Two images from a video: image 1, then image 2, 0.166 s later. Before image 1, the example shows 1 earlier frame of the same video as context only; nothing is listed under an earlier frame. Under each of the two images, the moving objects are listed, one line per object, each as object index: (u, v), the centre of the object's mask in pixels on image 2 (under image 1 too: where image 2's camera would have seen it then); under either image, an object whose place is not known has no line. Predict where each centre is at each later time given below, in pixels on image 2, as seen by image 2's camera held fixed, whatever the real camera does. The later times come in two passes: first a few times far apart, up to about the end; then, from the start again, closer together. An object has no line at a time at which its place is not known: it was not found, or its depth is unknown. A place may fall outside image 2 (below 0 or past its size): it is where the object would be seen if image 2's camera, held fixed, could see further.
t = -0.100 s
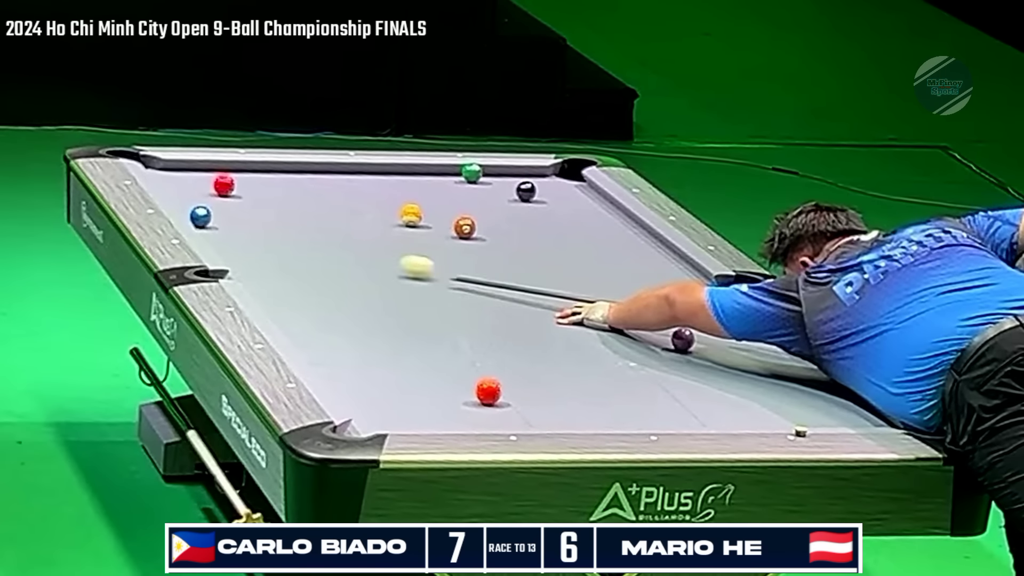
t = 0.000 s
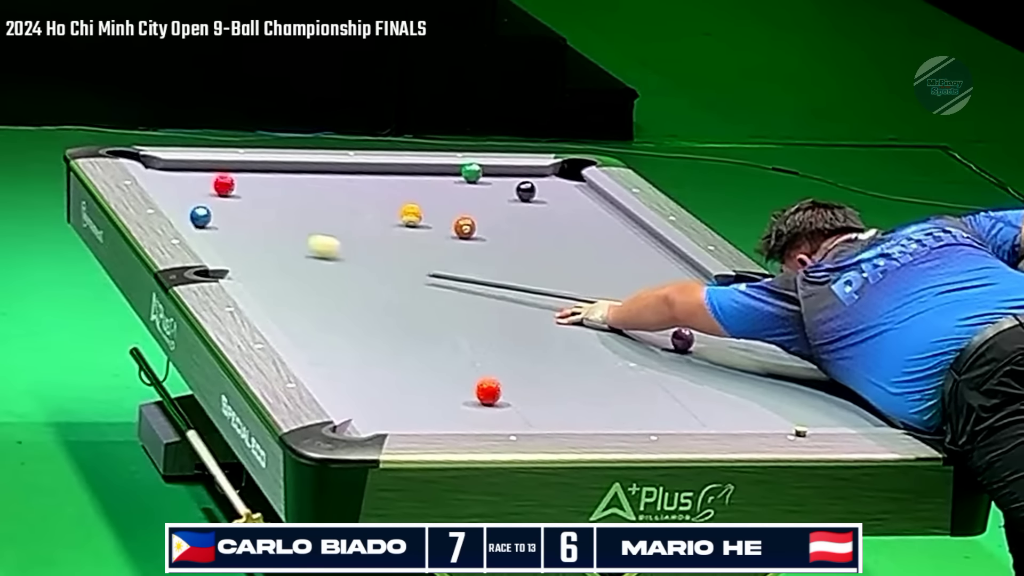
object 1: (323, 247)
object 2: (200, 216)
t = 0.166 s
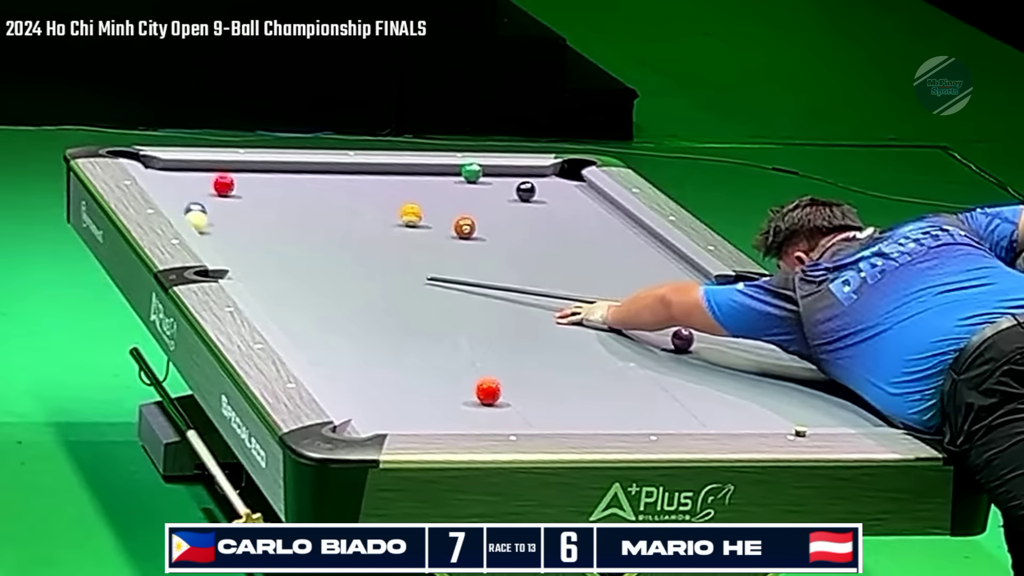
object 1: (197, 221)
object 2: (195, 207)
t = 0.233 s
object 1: (222, 224)
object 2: (184, 202)
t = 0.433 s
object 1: (293, 229)
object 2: (165, 177)
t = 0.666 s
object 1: (360, 234)
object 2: (142, 160)
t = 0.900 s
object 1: (425, 238)
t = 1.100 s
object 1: (479, 242)
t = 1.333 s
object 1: (540, 245)
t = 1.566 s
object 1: (599, 249)
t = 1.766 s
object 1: (649, 252)
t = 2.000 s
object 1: (655, 254)
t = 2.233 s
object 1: (632, 255)
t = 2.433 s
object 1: (613, 255)
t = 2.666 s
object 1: (592, 256)
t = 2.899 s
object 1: (573, 257)
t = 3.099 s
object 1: (558, 257)
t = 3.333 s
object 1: (541, 257)
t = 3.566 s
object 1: (525, 258)
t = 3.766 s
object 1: (513, 258)
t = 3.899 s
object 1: (505, 258)
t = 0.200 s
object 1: (208, 223)
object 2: (189, 207)
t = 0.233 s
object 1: (222, 224)
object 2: (184, 202)
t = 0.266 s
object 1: (236, 225)
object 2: (178, 197)
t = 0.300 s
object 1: (249, 226)
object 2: (174, 192)
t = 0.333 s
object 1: (261, 227)
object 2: (171, 188)
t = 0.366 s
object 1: (273, 228)
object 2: (169, 185)
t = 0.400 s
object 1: (283, 228)
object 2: (167, 181)
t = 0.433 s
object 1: (293, 229)
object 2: (165, 177)
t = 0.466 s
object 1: (303, 230)
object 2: (162, 174)
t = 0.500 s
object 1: (312, 231)
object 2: (161, 172)
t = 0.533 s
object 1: (322, 231)
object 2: (159, 168)
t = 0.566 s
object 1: (331, 232)
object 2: (157, 166)
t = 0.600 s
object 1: (341, 233)
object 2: (155, 164)
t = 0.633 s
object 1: (350, 233)
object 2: (149, 163)
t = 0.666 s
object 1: (360, 234)
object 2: (142, 160)
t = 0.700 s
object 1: (369, 235)
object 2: (136, 158)
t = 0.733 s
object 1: (378, 235)
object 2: (133, 158)
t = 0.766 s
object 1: (388, 236)
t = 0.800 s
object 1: (397, 237)
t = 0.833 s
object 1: (406, 237)
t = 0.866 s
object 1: (416, 238)
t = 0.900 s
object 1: (425, 238)
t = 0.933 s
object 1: (434, 239)
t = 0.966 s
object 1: (443, 239)
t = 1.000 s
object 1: (452, 240)
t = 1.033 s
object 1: (461, 241)
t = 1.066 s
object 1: (471, 241)
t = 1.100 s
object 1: (479, 242)
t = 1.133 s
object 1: (488, 242)
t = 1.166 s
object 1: (497, 242)
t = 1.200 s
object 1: (506, 243)
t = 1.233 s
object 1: (514, 244)
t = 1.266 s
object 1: (523, 244)
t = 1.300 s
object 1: (532, 245)
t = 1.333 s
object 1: (540, 245)
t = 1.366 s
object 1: (549, 246)
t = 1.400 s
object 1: (557, 246)
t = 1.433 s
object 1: (566, 247)
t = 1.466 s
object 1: (575, 248)
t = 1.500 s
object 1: (583, 248)
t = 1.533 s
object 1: (591, 249)
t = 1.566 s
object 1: (599, 249)
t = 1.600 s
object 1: (608, 250)
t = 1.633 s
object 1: (616, 250)
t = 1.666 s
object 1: (624, 251)
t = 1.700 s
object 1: (632, 251)
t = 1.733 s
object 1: (640, 252)
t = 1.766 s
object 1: (649, 252)
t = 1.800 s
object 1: (657, 253)
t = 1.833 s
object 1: (665, 253)
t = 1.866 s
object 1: (672, 254)
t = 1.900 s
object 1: (667, 254)
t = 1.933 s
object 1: (662, 254)
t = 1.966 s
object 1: (658, 254)
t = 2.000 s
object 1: (655, 254)
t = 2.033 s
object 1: (651, 254)
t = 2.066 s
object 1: (648, 254)
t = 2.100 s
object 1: (645, 255)
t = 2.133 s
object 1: (642, 255)
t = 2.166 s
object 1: (638, 255)
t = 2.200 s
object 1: (635, 255)
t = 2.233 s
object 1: (632, 255)
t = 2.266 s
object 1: (628, 255)
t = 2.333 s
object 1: (622, 255)
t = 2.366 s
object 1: (619, 255)
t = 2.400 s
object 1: (616, 255)
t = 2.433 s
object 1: (613, 255)
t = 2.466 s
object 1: (610, 256)
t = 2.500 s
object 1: (607, 256)
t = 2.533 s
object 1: (604, 256)
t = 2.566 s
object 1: (601, 256)
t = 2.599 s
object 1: (598, 256)
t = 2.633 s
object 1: (595, 256)
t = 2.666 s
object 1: (592, 256)
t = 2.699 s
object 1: (590, 256)
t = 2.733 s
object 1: (587, 256)
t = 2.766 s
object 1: (584, 256)
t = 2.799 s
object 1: (581, 256)
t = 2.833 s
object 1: (578, 256)
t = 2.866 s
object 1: (576, 256)
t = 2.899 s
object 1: (573, 257)
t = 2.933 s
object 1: (571, 257)
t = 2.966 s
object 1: (568, 257)
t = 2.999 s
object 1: (565, 257)
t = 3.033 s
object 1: (562, 257)
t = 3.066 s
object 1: (560, 257)
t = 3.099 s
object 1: (558, 257)
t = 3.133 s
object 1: (555, 257)
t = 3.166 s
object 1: (553, 257)
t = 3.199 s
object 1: (550, 257)
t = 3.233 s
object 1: (548, 257)
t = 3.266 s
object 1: (545, 257)
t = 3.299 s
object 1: (543, 257)
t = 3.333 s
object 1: (541, 257)
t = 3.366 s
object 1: (538, 257)
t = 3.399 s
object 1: (536, 257)
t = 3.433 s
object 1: (534, 257)
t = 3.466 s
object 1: (532, 257)
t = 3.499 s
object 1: (530, 257)
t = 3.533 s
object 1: (527, 258)
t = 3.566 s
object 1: (525, 258)
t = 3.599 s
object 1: (523, 257)
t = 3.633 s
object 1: (521, 258)
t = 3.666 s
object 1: (519, 258)
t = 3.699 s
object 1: (517, 258)
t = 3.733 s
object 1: (515, 258)
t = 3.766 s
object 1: (513, 258)
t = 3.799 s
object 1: (511, 258)
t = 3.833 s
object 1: (509, 258)
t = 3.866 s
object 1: (507, 258)
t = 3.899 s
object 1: (505, 258)
